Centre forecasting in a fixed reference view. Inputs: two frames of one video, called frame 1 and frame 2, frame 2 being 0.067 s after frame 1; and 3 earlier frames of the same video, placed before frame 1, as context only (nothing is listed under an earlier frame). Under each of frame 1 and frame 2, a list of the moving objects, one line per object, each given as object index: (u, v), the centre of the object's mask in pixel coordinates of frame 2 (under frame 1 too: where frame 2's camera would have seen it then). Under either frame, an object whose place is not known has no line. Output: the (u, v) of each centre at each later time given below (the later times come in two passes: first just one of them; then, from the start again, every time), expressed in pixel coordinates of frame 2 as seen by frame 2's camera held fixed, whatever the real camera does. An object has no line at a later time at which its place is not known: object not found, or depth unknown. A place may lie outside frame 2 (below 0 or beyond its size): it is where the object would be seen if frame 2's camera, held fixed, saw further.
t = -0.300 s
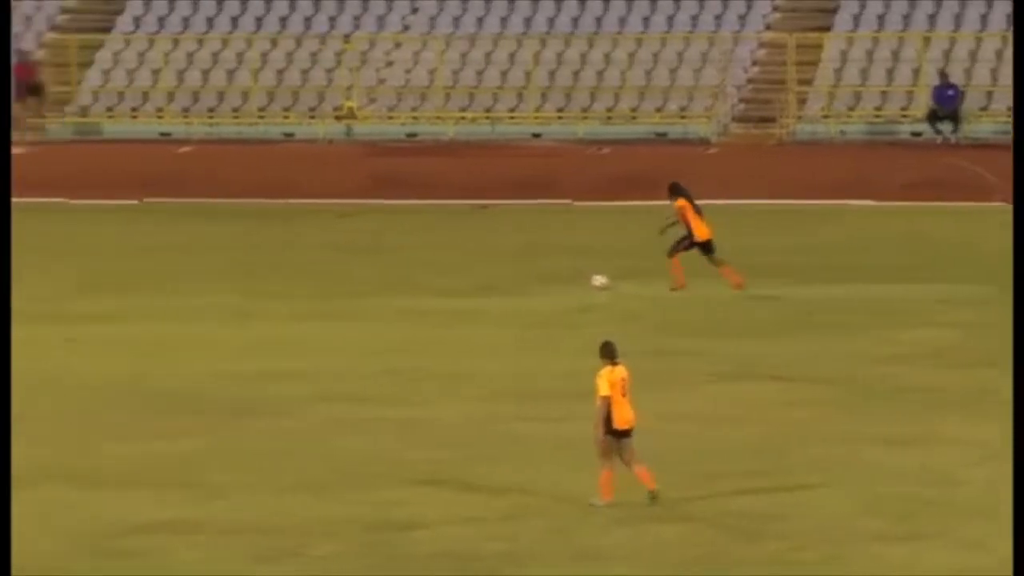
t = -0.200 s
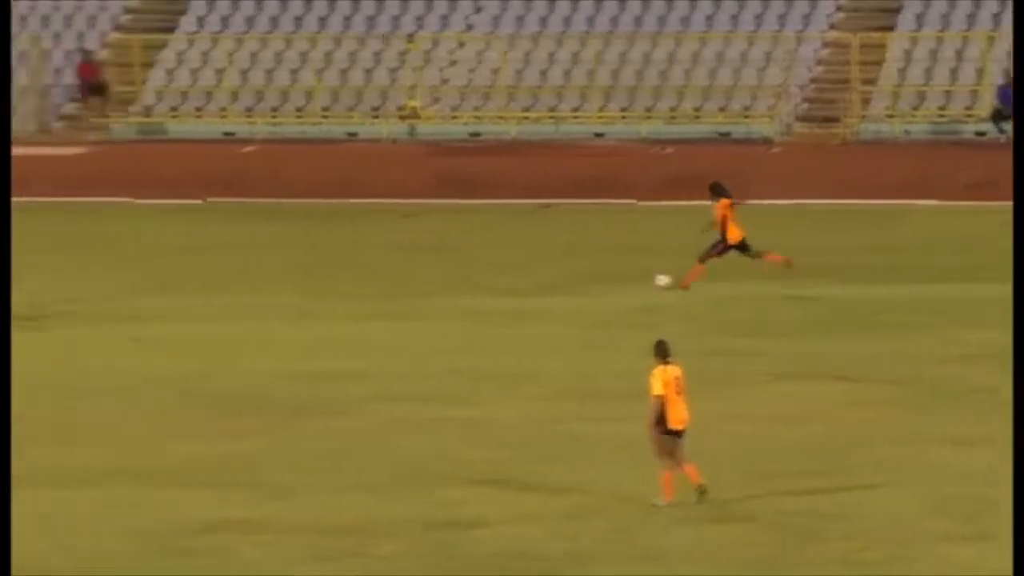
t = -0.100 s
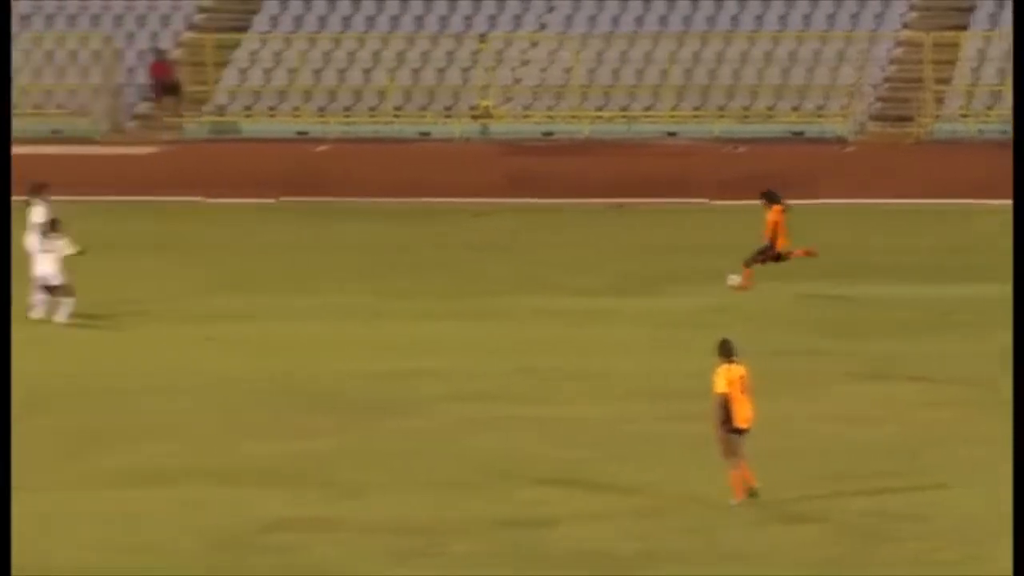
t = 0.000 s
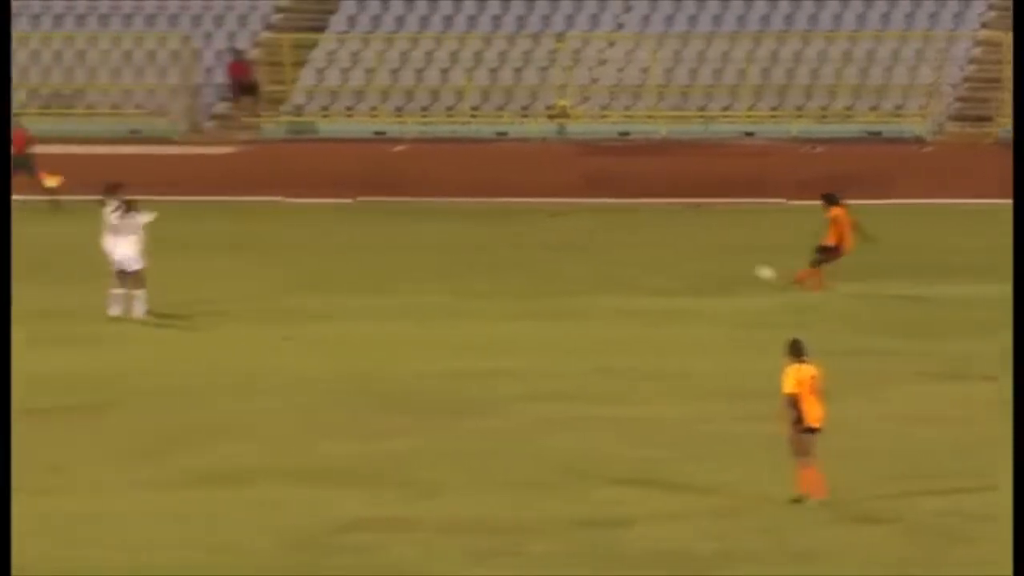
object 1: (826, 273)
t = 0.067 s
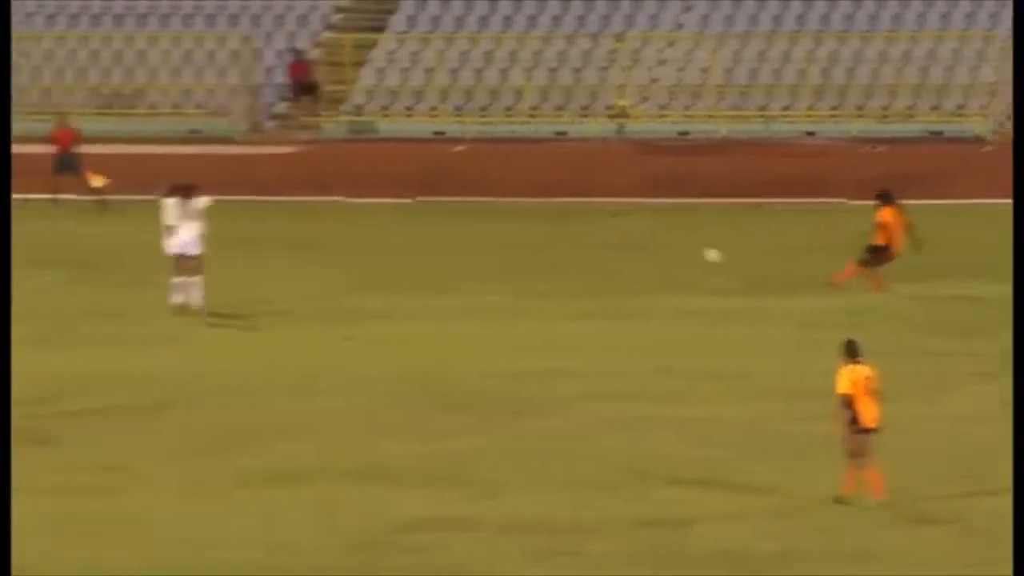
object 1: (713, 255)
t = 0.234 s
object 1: (446, 217)
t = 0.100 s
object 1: (662, 247)
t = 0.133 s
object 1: (606, 239)
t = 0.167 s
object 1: (553, 232)
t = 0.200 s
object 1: (500, 224)
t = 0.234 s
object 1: (446, 217)
